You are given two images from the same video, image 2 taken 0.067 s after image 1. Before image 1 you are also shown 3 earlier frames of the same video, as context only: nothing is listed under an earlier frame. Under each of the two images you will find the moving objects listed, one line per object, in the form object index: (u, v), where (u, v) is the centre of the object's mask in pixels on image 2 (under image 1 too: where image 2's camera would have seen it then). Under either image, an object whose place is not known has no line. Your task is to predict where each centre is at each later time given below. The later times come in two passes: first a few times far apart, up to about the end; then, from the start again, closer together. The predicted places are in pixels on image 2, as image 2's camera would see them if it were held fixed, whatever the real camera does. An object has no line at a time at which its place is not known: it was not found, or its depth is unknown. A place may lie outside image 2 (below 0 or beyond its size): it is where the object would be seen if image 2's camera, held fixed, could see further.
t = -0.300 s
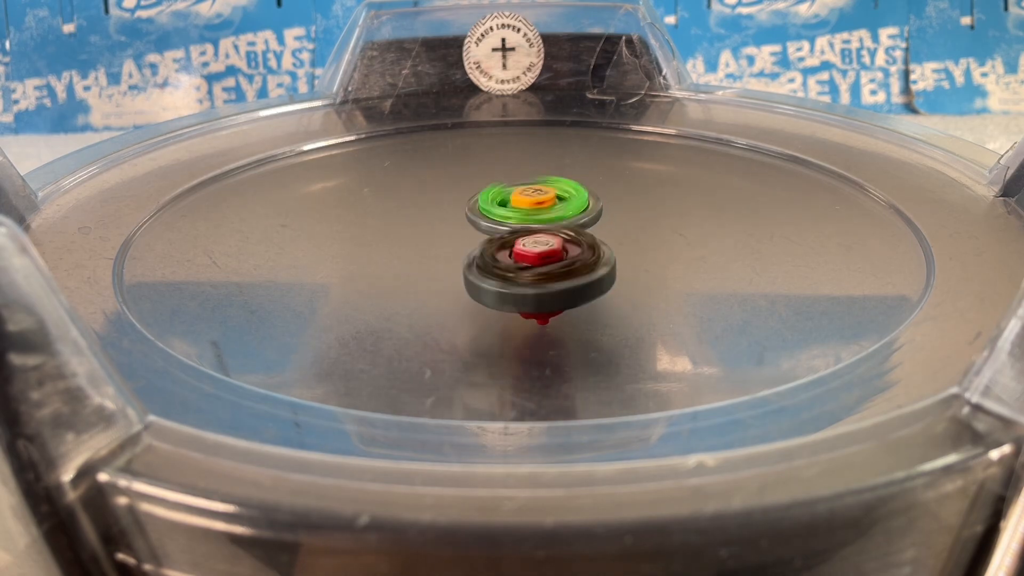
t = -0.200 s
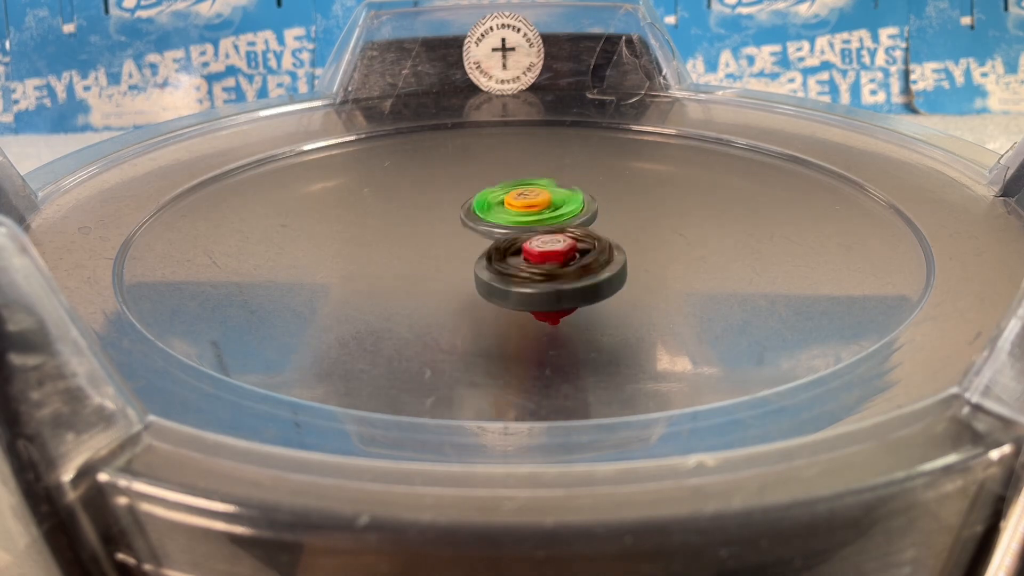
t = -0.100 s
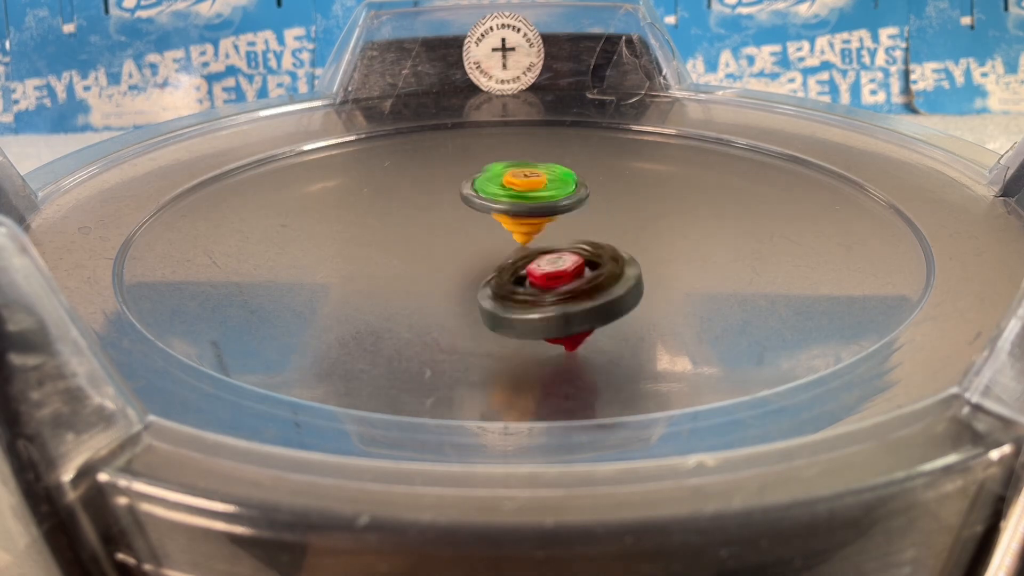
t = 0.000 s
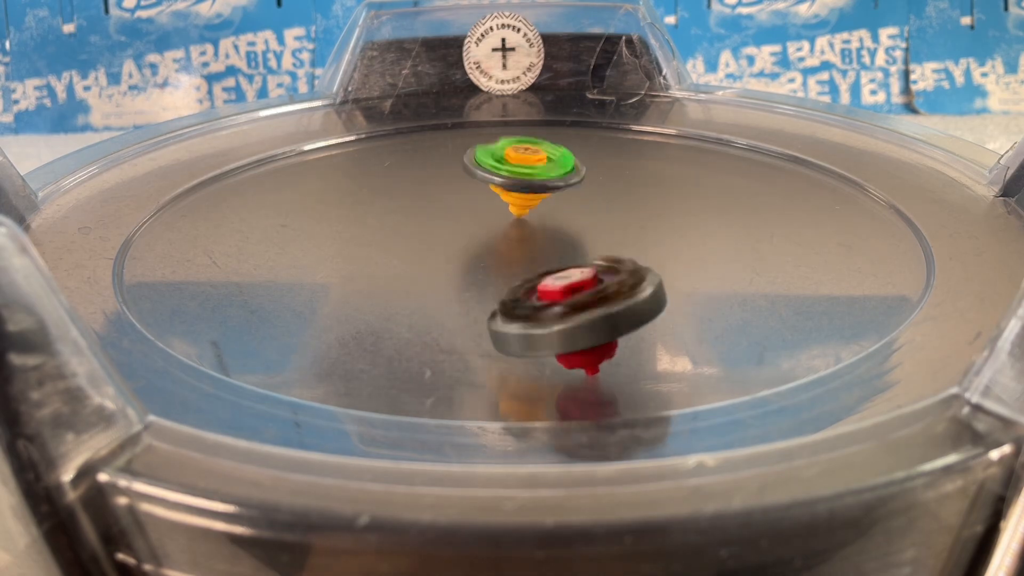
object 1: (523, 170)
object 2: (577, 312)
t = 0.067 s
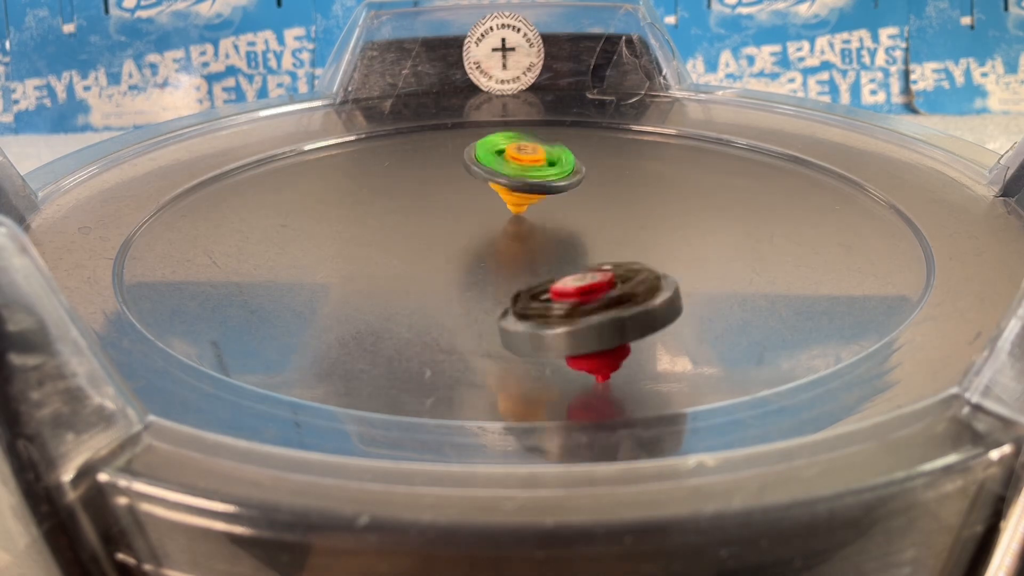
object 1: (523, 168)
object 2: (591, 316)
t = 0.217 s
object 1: (519, 178)
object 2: (596, 314)
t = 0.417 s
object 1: (519, 202)
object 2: (581, 297)
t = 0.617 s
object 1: (516, 205)
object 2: (580, 275)
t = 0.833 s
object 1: (503, 210)
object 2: (620, 248)
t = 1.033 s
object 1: (487, 219)
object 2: (653, 216)
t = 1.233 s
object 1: (472, 225)
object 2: (656, 203)
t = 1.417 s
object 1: (459, 228)
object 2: (645, 203)
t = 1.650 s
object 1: (453, 229)
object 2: (601, 211)
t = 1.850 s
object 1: (297, 233)
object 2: (658, 196)
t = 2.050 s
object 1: (321, 235)
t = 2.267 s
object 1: (407, 239)
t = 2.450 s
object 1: (474, 241)
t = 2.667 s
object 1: (499, 250)
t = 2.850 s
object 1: (512, 255)
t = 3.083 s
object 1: (510, 260)
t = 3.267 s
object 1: (500, 261)
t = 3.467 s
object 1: (493, 261)
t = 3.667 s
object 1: (503, 259)
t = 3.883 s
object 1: (510, 267)
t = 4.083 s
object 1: (521, 271)
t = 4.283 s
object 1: (518, 275)
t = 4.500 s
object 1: (513, 286)
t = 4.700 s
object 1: (522, 277)
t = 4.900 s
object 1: (538, 260)
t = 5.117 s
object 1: (504, 265)
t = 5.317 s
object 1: (519, 258)
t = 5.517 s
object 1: (532, 252)
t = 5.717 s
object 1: (545, 247)
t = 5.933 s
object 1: (533, 260)
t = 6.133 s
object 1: (523, 263)
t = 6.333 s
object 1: (500, 255)
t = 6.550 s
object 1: (485, 268)
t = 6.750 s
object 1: (499, 264)
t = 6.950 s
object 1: (511, 265)
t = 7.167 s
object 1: (511, 263)
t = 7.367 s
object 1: (526, 258)
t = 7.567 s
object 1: (537, 256)
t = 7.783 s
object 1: (546, 258)
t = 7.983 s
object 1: (499, 279)
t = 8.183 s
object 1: (526, 267)
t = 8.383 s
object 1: (540, 262)
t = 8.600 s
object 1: (504, 259)
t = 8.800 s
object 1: (528, 268)
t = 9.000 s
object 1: (649, 237)
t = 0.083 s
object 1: (522, 169)
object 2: (593, 316)
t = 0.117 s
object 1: (522, 170)
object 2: (594, 316)
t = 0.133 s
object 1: (521, 171)
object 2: (594, 316)
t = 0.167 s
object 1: (520, 174)
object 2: (596, 315)
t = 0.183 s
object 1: (520, 175)
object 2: (596, 314)
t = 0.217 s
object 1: (519, 178)
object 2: (596, 314)
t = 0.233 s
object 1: (519, 180)
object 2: (596, 313)
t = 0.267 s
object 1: (519, 183)
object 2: (595, 312)
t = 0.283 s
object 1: (518, 185)
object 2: (594, 311)
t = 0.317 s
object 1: (519, 189)
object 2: (594, 309)
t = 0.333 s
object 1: (519, 192)
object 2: (593, 308)
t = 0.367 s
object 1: (518, 195)
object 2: (589, 304)
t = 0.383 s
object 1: (519, 197)
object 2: (586, 302)
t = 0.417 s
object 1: (519, 202)
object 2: (581, 297)
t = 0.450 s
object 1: (520, 205)
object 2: (578, 292)
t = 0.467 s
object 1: (521, 206)
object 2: (576, 289)
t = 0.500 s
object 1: (521, 208)
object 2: (574, 284)
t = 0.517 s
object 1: (522, 209)
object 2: (572, 281)
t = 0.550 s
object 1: (522, 210)
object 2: (571, 276)
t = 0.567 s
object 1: (522, 210)
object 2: (571, 274)
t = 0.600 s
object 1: (517, 206)
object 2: (577, 274)
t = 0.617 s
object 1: (516, 205)
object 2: (580, 275)
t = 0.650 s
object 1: (514, 202)
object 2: (585, 274)
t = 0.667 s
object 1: (513, 201)
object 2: (588, 273)
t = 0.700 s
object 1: (511, 201)
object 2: (592, 268)
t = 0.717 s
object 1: (511, 202)
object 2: (594, 266)
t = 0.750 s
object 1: (510, 204)
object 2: (602, 261)
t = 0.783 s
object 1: (508, 206)
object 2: (610, 256)
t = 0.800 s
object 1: (506, 207)
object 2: (613, 253)
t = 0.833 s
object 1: (503, 210)
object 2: (620, 248)
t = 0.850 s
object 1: (502, 210)
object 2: (623, 245)
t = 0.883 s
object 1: (499, 211)
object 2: (629, 239)
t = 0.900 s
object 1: (498, 212)
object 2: (633, 237)
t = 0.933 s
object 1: (496, 214)
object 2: (638, 231)
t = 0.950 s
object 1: (494, 215)
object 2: (641, 229)
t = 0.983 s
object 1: (492, 216)
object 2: (646, 223)
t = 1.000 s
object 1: (489, 217)
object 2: (649, 221)
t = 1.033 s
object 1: (487, 219)
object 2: (653, 216)
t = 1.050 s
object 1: (486, 219)
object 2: (655, 213)
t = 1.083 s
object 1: (483, 220)
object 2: (657, 209)
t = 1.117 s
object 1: (480, 221)
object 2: (657, 207)
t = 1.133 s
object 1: (479, 222)
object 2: (658, 206)
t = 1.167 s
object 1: (476, 222)
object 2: (657, 205)
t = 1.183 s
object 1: (476, 223)
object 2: (657, 204)
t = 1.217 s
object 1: (472, 224)
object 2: (656, 203)
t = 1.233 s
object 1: (472, 225)
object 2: (656, 203)
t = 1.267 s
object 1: (470, 225)
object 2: (655, 202)
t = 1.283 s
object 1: (467, 226)
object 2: (655, 202)
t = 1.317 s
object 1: (465, 226)
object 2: (653, 202)
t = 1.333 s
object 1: (464, 226)
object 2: (652, 202)
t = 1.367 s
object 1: (462, 227)
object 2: (650, 203)
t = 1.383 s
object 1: (461, 227)
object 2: (649, 203)
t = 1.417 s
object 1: (459, 228)
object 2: (645, 203)
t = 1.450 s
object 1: (457, 228)
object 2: (643, 204)
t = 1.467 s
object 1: (457, 228)
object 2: (641, 204)
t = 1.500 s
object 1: (455, 228)
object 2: (638, 205)
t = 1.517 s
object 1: (454, 229)
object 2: (636, 205)
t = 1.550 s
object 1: (454, 229)
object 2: (632, 206)
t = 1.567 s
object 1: (453, 229)
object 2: (628, 207)
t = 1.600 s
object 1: (453, 229)
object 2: (619, 209)
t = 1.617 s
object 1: (453, 230)
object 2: (614, 209)
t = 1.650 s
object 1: (453, 229)
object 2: (601, 211)
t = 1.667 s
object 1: (454, 229)
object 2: (595, 212)
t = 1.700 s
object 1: (454, 230)
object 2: (583, 214)
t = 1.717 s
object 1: (437, 233)
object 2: (590, 211)
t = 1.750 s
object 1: (388, 233)
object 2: (618, 206)
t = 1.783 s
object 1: (346, 232)
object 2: (639, 200)
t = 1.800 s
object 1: (331, 233)
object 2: (647, 199)
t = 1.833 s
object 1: (306, 232)
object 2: (656, 196)
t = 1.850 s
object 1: (297, 233)
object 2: (658, 196)
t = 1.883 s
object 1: (292, 233)
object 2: (657, 195)
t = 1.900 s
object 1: (290, 233)
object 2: (655, 195)
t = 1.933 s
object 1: (292, 234)
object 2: (652, 195)
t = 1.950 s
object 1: (294, 233)
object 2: (650, 195)
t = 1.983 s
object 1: (300, 234)
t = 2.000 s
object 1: (305, 234)
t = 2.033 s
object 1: (315, 235)
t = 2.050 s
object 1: (321, 235)
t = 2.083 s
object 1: (332, 237)
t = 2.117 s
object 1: (344, 237)
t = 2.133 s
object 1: (351, 237)
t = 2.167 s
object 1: (364, 238)
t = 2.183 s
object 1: (371, 238)
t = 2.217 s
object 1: (385, 238)
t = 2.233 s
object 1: (391, 240)
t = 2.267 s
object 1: (407, 239)
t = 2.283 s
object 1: (414, 239)
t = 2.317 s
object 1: (429, 240)
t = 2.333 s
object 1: (437, 240)
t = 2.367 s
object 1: (451, 240)
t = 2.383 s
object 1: (457, 240)
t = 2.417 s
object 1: (470, 240)
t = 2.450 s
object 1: (474, 241)
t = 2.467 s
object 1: (475, 243)
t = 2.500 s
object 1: (479, 243)
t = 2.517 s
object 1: (483, 244)
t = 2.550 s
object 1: (487, 246)
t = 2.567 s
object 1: (488, 246)
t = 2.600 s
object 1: (491, 247)
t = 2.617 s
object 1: (494, 248)
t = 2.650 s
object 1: (497, 248)
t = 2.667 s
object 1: (499, 250)
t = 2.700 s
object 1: (503, 249)
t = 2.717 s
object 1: (504, 251)
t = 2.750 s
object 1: (508, 252)
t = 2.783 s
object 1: (509, 252)
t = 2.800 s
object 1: (510, 254)
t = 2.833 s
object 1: (512, 254)
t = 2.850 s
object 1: (512, 255)
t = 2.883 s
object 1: (514, 256)
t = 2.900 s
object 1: (513, 256)
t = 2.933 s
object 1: (514, 257)
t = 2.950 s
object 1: (513, 258)
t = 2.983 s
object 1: (512, 259)
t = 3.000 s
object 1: (513, 259)
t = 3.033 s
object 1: (512, 260)
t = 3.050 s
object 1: (512, 260)
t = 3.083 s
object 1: (510, 260)
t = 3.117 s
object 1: (508, 261)
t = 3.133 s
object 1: (508, 261)
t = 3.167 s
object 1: (506, 261)
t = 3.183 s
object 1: (505, 261)
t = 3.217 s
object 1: (503, 261)
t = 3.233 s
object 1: (503, 261)
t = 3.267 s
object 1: (500, 261)
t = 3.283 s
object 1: (499, 262)
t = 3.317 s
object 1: (497, 263)
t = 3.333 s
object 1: (495, 263)
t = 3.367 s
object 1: (495, 263)
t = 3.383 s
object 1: (494, 262)
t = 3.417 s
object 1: (495, 261)
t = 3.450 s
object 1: (493, 260)
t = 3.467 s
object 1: (493, 261)
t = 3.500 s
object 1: (495, 262)
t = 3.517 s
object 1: (494, 262)
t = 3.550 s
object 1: (497, 262)
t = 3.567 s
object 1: (497, 261)
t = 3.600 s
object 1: (499, 261)
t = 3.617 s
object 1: (499, 260)
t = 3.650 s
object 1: (501, 259)
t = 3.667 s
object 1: (503, 259)
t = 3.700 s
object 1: (505, 258)
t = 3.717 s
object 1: (506, 258)
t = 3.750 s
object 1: (507, 257)
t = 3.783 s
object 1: (509, 257)
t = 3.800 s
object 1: (510, 258)
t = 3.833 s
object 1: (510, 259)
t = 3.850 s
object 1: (509, 261)
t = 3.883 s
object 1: (510, 267)
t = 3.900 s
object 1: (513, 268)
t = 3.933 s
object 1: (513, 270)
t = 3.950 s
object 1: (514, 269)
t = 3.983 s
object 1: (516, 270)
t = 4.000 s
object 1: (518, 270)
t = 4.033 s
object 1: (519, 270)
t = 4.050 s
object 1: (520, 270)
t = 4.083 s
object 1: (521, 271)
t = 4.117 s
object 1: (520, 274)
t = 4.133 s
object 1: (520, 274)
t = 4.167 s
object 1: (520, 275)
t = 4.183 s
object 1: (520, 274)
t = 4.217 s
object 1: (520, 275)
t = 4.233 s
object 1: (520, 275)
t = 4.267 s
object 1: (519, 275)
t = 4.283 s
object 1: (518, 275)
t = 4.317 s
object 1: (518, 275)
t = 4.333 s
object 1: (518, 275)
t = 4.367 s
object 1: (515, 275)
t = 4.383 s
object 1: (515, 276)
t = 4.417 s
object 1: (514, 282)
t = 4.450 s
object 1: (513, 286)
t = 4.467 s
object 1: (512, 286)
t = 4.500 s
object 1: (513, 286)
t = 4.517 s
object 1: (512, 286)
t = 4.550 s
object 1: (514, 285)
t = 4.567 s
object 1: (514, 284)
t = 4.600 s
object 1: (516, 283)
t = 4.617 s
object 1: (516, 282)
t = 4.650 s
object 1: (519, 280)
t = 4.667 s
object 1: (519, 280)
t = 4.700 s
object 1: (522, 277)
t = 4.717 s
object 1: (522, 276)
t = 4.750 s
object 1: (525, 274)
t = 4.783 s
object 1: (527, 270)
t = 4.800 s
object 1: (529, 269)
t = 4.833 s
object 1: (532, 266)
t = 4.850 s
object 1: (534, 265)
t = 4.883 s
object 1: (536, 261)
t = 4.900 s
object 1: (538, 260)
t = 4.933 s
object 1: (541, 258)
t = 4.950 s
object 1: (542, 257)
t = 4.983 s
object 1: (536, 256)
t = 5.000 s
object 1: (531, 259)
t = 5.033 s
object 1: (518, 263)
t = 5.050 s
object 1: (514, 264)
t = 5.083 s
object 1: (507, 265)
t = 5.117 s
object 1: (504, 265)
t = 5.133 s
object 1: (505, 265)
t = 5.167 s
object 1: (504, 265)
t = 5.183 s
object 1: (506, 264)
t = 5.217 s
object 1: (508, 263)
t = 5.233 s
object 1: (509, 262)
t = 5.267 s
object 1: (513, 261)
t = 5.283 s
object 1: (515, 260)
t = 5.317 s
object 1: (519, 258)
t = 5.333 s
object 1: (520, 258)
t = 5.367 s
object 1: (524, 256)
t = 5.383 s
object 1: (524, 257)
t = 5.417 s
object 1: (527, 256)
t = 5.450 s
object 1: (528, 255)
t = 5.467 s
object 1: (530, 254)
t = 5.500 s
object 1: (530, 253)
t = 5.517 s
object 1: (532, 252)
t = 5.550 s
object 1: (533, 251)
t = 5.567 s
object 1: (535, 251)
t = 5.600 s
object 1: (537, 250)
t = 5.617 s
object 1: (538, 250)
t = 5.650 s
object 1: (540, 248)
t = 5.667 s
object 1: (541, 248)
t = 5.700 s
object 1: (544, 248)
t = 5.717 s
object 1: (545, 247)
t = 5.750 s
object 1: (548, 246)
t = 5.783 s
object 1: (549, 246)
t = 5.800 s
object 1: (549, 246)
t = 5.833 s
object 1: (547, 249)
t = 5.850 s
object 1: (546, 250)
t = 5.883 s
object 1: (543, 252)
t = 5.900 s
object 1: (540, 255)
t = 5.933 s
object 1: (533, 260)
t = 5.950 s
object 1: (531, 262)
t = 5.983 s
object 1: (528, 264)
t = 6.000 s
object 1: (528, 264)
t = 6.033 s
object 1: (526, 265)
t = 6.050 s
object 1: (525, 265)
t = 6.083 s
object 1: (524, 264)
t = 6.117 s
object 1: (523, 262)
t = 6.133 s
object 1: (523, 263)
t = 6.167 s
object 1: (521, 262)
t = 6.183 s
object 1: (522, 261)
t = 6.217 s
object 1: (519, 261)
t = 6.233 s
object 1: (519, 260)
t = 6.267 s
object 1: (510, 257)
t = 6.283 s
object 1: (507, 257)
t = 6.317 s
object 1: (502, 256)
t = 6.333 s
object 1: (500, 255)
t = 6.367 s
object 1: (499, 254)
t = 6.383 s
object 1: (497, 254)
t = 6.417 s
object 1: (498, 255)
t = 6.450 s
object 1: (492, 260)
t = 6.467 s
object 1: (490, 264)
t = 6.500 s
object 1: (486, 266)
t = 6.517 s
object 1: (485, 267)
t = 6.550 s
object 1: (485, 268)
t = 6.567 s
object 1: (484, 268)
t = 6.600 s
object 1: (486, 266)
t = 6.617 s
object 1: (487, 266)
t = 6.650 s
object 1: (490, 265)
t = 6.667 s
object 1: (492, 265)
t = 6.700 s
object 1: (495, 265)
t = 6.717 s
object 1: (496, 264)
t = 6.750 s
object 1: (499, 264)
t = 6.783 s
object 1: (501, 264)
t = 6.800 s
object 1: (502, 264)
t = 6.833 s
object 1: (504, 265)
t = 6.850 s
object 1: (505, 265)
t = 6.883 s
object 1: (507, 265)
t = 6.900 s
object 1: (507, 265)
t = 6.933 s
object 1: (509, 265)
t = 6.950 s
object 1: (511, 265)
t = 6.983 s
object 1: (510, 265)
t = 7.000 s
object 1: (509, 265)
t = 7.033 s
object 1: (510, 265)
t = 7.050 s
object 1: (511, 265)
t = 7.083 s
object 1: (511, 265)
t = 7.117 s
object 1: (508, 264)
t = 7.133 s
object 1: (509, 264)
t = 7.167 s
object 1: (511, 263)
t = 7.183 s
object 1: (513, 263)
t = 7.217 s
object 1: (517, 262)
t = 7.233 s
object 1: (516, 261)
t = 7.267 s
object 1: (519, 260)
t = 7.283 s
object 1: (521, 260)
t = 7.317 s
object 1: (523, 259)
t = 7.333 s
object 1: (525, 258)
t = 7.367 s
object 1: (526, 258)
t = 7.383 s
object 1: (528, 258)
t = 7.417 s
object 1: (530, 258)
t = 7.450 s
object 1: (532, 258)
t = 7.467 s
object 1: (533, 257)
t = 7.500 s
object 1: (533, 257)
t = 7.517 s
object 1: (535, 257)
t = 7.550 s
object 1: (537, 257)
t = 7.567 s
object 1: (537, 256)
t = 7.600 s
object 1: (539, 256)
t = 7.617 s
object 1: (540, 257)
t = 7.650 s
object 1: (541, 256)
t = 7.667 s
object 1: (542, 256)
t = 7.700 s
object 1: (542, 256)
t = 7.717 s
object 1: (544, 257)
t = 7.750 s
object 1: (546, 257)
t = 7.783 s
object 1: (546, 258)
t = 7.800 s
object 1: (545, 259)
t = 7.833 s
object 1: (537, 264)
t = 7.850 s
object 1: (531, 269)
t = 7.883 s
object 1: (520, 277)
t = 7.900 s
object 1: (514, 280)
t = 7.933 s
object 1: (506, 282)
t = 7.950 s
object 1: (503, 282)
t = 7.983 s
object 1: (499, 279)
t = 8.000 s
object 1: (501, 278)
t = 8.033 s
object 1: (503, 277)
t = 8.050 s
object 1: (503, 275)
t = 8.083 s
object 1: (509, 273)
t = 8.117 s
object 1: (513, 273)
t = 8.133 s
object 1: (516, 271)
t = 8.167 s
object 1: (524, 269)
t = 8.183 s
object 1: (526, 267)
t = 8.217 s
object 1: (534, 261)
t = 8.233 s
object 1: (534, 261)
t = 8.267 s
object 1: (536, 261)
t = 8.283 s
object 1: (538, 260)
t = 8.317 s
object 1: (539, 259)
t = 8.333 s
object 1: (540, 261)
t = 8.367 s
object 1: (540, 262)
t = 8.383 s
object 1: (540, 262)
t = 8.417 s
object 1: (537, 262)
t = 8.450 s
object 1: (534, 263)
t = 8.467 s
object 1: (531, 263)
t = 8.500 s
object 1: (527, 261)
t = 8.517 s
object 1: (525, 260)
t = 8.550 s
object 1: (521, 259)
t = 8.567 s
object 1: (518, 262)
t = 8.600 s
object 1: (504, 259)
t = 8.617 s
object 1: (495, 259)
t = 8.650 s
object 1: (483, 267)
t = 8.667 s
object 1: (480, 268)
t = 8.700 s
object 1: (482, 268)
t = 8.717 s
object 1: (486, 265)
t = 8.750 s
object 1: (499, 271)
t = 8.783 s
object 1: (517, 269)
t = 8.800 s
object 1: (528, 268)
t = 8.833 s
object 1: (551, 268)
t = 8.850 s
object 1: (561, 263)
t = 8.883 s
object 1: (583, 261)
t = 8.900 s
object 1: (594, 260)
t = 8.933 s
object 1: (615, 253)
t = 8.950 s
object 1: (624, 249)
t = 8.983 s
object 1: (641, 240)
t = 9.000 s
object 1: (649, 237)
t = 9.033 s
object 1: (661, 230)
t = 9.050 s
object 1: (666, 229)
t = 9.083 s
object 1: (671, 220)
